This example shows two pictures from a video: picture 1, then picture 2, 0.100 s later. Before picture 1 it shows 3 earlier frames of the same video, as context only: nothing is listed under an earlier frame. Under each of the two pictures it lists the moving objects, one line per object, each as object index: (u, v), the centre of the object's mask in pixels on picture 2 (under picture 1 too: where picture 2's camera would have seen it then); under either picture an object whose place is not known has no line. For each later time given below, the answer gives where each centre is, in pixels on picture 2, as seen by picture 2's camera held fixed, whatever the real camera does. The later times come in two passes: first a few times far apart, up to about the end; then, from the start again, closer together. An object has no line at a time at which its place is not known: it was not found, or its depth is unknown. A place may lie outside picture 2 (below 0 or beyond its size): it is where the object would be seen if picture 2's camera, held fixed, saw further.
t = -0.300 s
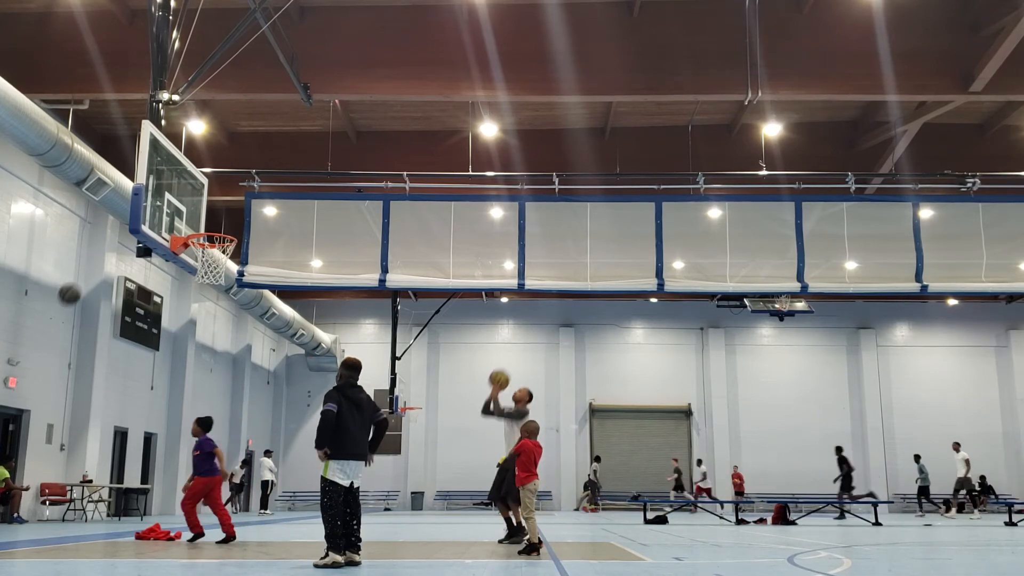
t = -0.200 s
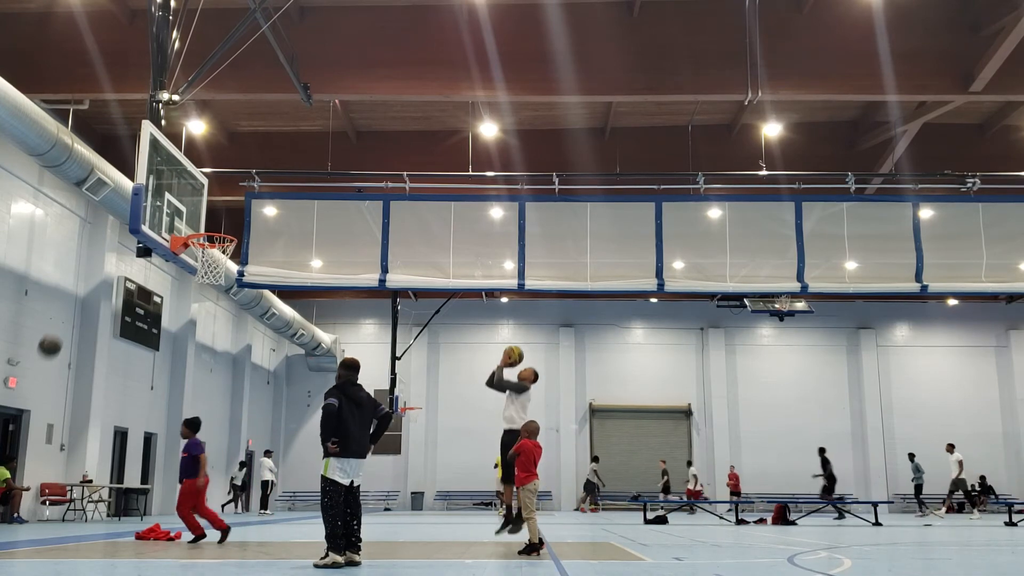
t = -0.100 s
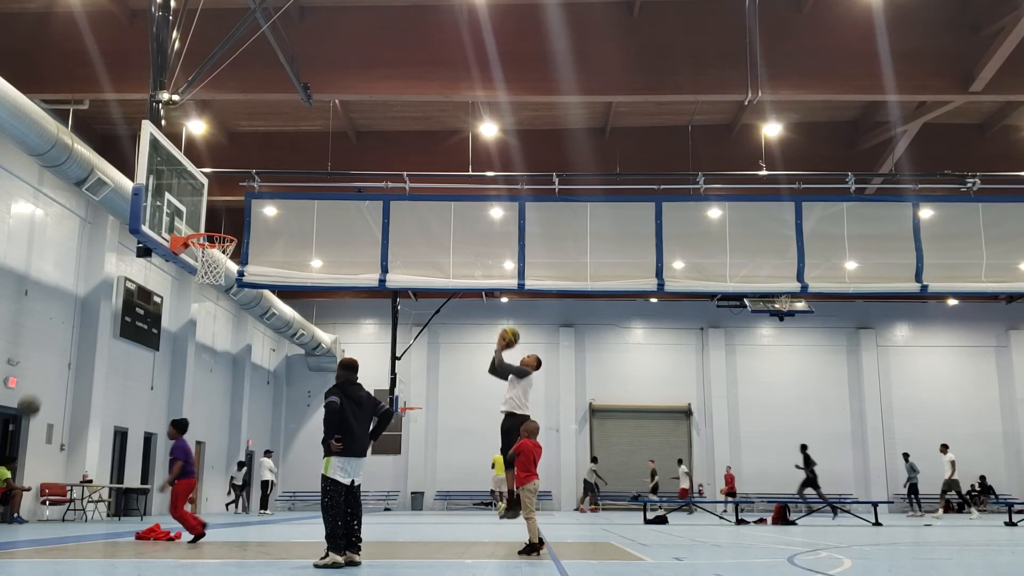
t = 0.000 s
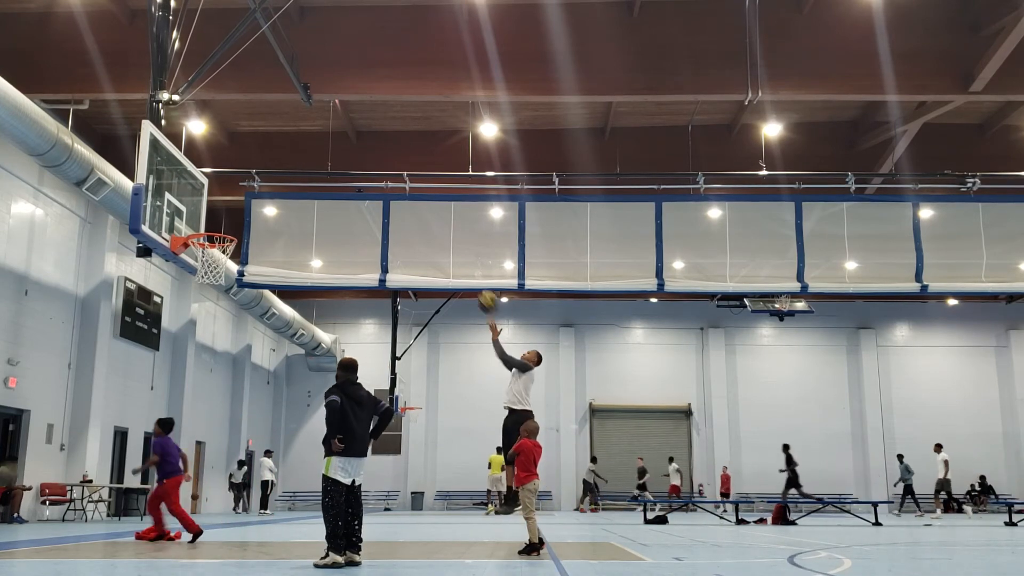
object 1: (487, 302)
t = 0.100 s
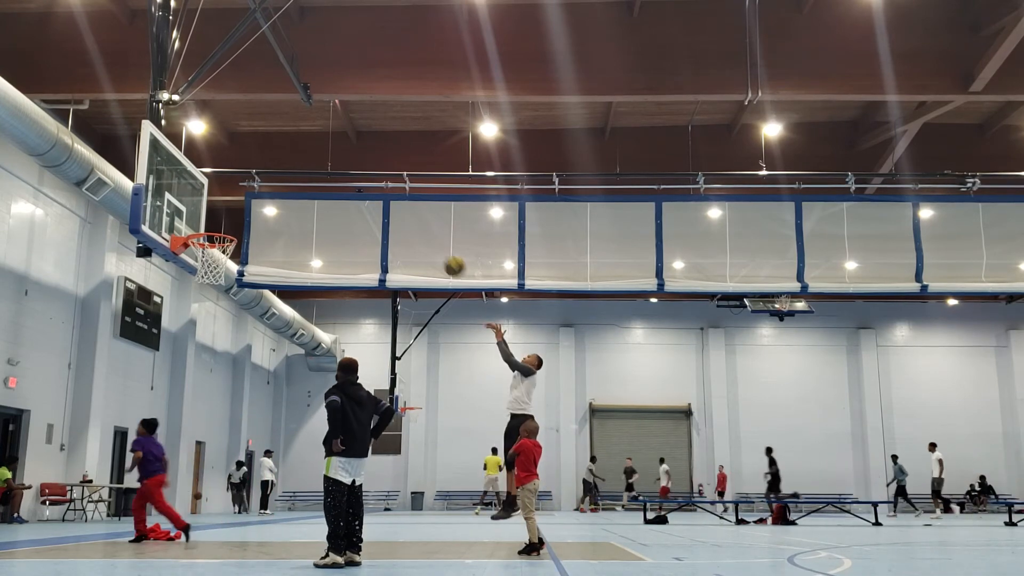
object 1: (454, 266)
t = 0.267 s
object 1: (397, 223)
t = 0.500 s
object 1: (312, 201)
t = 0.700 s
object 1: (235, 220)
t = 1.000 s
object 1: (232, 262)
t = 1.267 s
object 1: (235, 295)
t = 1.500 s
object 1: (233, 381)
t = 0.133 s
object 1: (442, 256)
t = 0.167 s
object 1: (432, 247)
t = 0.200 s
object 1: (420, 238)
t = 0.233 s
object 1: (409, 230)
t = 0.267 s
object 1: (397, 223)
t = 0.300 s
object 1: (385, 217)
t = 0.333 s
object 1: (373, 213)
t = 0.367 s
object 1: (361, 208)
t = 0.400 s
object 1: (349, 205)
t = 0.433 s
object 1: (337, 203)
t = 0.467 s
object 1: (324, 201)
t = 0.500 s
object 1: (312, 201)
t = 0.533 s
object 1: (300, 202)
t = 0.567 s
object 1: (286, 204)
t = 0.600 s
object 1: (274, 206)
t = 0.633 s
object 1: (260, 211)
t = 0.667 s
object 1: (246, 215)
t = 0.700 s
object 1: (235, 220)
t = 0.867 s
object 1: (218, 258)
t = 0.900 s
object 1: (225, 260)
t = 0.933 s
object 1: (228, 259)
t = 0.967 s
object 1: (231, 261)
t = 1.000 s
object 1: (232, 262)
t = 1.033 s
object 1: (234, 263)
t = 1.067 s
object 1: (235, 264)
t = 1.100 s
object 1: (235, 267)
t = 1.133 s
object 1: (234, 269)
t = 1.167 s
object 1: (234, 274)
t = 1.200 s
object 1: (234, 281)
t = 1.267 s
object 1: (235, 295)
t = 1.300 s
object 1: (234, 304)
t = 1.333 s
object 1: (235, 314)
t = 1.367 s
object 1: (235, 326)
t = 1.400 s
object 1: (234, 338)
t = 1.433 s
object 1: (234, 351)
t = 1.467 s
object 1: (233, 365)
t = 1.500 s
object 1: (233, 381)
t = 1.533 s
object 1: (233, 397)
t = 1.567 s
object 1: (232, 415)
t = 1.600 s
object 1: (231, 433)
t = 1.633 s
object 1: (231, 453)
